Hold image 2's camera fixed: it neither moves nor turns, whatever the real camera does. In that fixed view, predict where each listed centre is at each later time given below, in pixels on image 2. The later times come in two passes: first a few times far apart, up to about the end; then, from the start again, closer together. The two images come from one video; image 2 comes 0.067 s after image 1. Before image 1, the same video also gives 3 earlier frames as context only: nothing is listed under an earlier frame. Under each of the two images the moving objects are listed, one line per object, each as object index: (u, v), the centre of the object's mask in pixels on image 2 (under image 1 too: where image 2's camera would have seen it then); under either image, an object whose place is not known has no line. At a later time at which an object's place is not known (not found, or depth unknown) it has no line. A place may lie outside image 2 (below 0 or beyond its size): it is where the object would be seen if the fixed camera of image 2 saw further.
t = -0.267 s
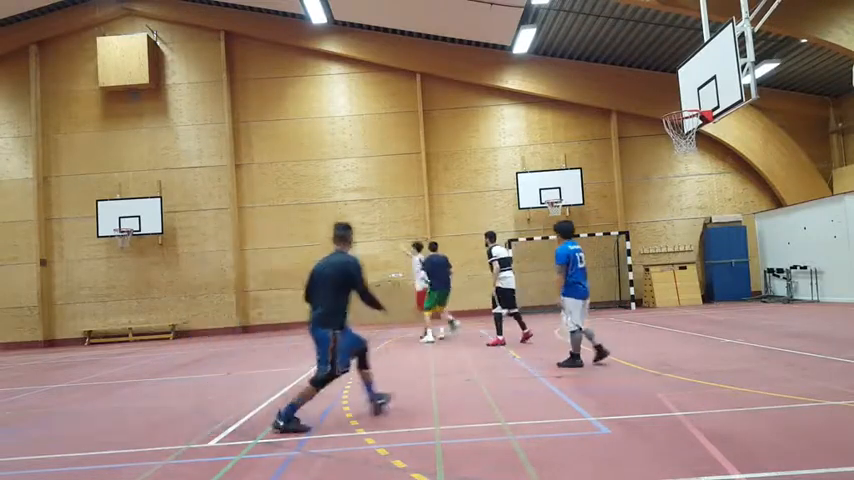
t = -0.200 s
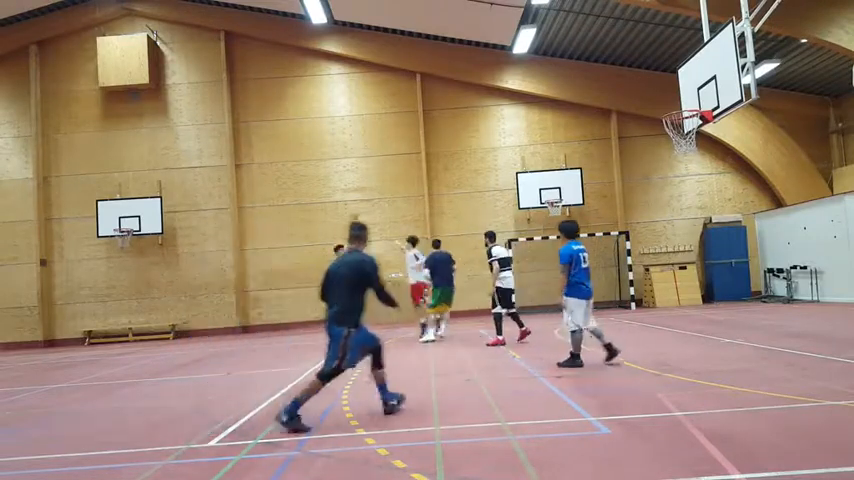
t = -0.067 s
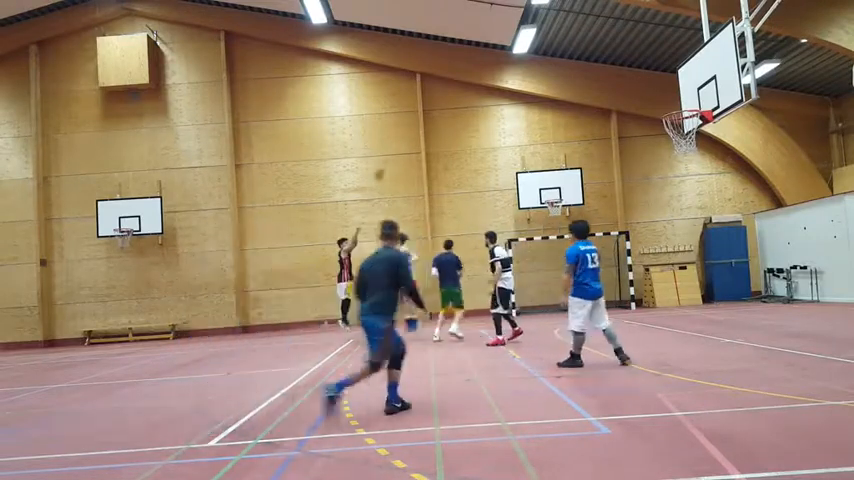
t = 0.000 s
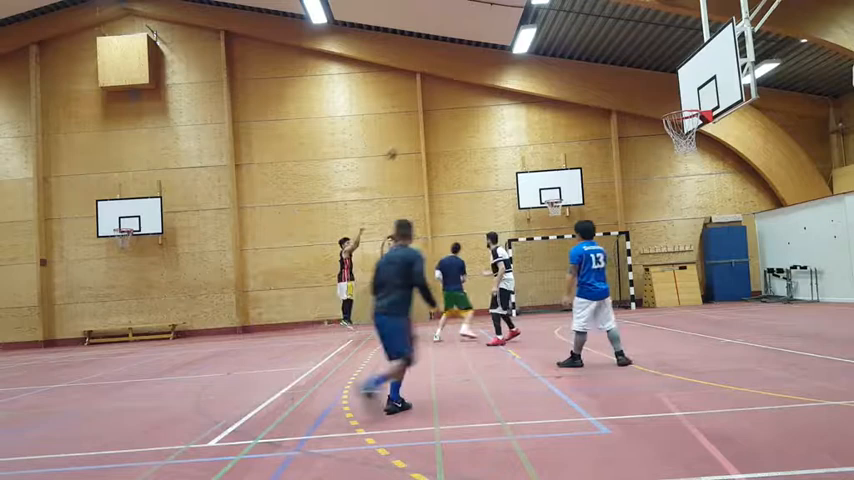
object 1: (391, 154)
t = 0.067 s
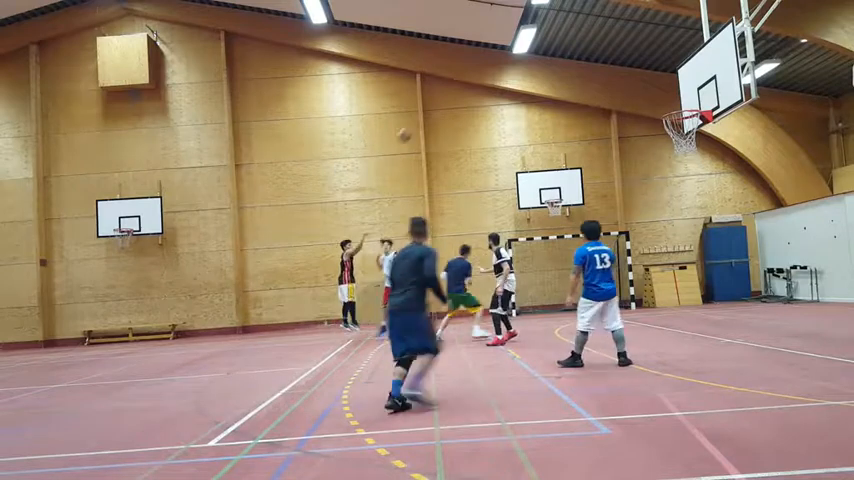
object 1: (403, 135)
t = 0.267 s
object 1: (449, 88)
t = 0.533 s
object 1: (519, 60)
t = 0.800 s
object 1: (602, 69)
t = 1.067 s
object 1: (690, 103)
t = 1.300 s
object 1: (702, 96)
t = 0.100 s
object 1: (410, 126)
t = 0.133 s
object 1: (417, 118)
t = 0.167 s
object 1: (427, 107)
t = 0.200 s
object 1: (433, 101)
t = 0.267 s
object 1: (449, 88)
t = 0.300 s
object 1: (457, 85)
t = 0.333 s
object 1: (465, 79)
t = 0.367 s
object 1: (472, 73)
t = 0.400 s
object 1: (483, 69)
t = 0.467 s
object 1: (499, 64)
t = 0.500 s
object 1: (508, 63)
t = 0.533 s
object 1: (519, 60)
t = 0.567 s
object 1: (528, 60)
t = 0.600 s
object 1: (539, 56)
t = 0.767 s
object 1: (590, 64)
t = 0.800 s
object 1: (602, 69)
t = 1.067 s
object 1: (690, 103)
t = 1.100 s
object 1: (698, 101)
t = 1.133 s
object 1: (706, 99)
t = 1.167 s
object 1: (708, 97)
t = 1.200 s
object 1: (707, 96)
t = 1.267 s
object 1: (703, 95)
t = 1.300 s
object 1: (702, 96)
